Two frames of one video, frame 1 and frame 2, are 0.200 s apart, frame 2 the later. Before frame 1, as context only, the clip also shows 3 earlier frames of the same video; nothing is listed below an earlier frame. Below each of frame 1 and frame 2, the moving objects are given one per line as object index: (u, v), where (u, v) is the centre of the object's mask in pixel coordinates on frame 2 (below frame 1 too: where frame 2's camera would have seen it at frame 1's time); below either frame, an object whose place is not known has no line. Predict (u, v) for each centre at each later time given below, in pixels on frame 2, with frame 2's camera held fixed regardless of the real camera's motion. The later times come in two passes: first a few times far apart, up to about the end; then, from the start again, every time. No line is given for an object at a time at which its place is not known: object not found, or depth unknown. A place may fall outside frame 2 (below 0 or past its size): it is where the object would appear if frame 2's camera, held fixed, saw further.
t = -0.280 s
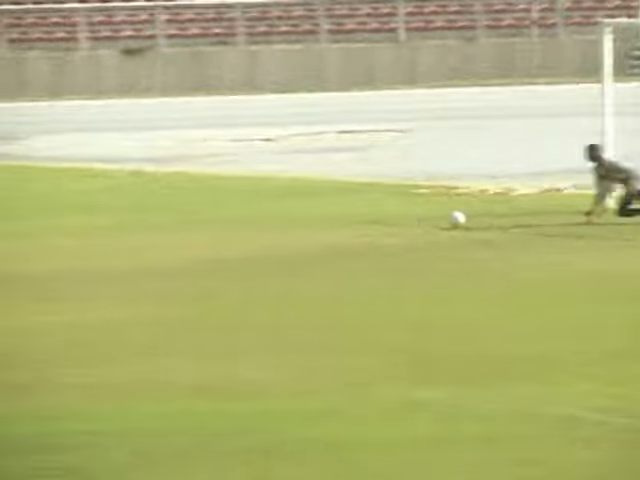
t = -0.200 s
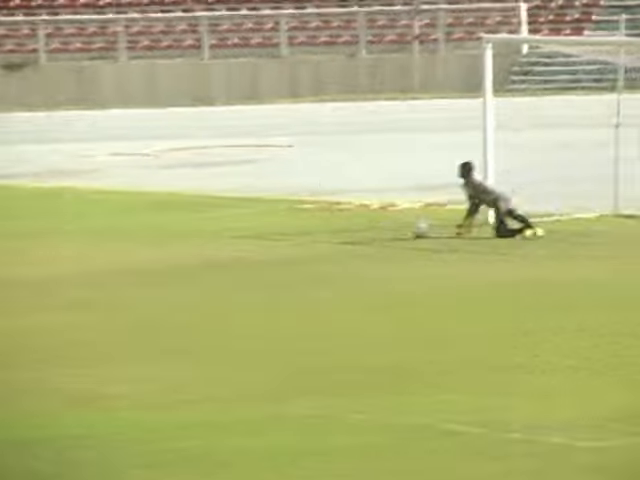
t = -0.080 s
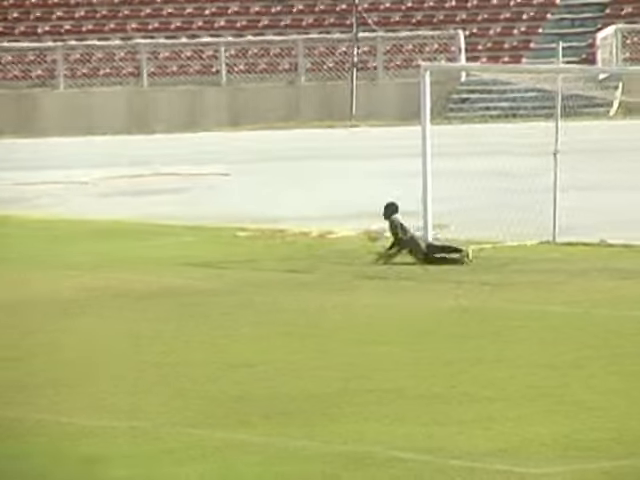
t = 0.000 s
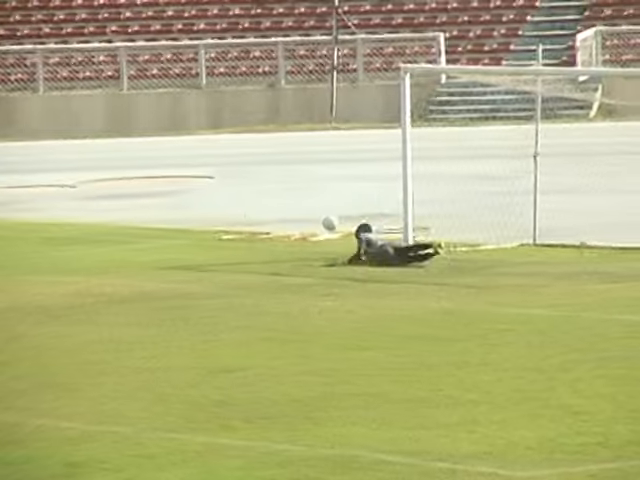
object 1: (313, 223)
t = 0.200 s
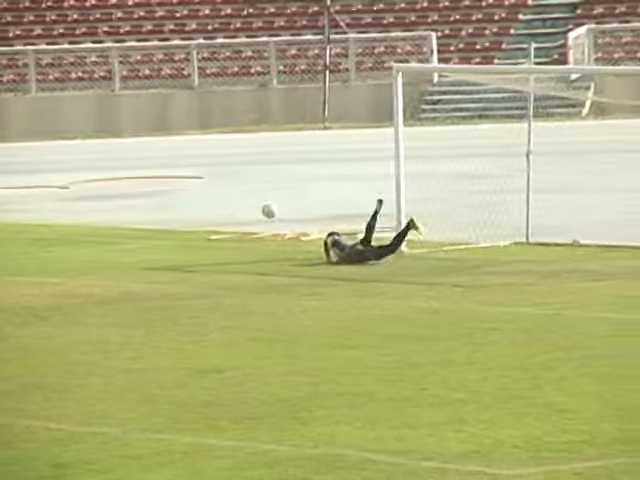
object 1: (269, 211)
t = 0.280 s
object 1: (242, 213)
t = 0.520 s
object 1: (187, 246)
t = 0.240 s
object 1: (258, 211)
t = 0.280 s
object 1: (242, 213)
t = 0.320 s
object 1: (232, 216)
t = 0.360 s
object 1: (222, 220)
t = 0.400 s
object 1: (213, 225)
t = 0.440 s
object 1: (204, 233)
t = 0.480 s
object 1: (197, 238)
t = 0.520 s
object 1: (187, 246)
